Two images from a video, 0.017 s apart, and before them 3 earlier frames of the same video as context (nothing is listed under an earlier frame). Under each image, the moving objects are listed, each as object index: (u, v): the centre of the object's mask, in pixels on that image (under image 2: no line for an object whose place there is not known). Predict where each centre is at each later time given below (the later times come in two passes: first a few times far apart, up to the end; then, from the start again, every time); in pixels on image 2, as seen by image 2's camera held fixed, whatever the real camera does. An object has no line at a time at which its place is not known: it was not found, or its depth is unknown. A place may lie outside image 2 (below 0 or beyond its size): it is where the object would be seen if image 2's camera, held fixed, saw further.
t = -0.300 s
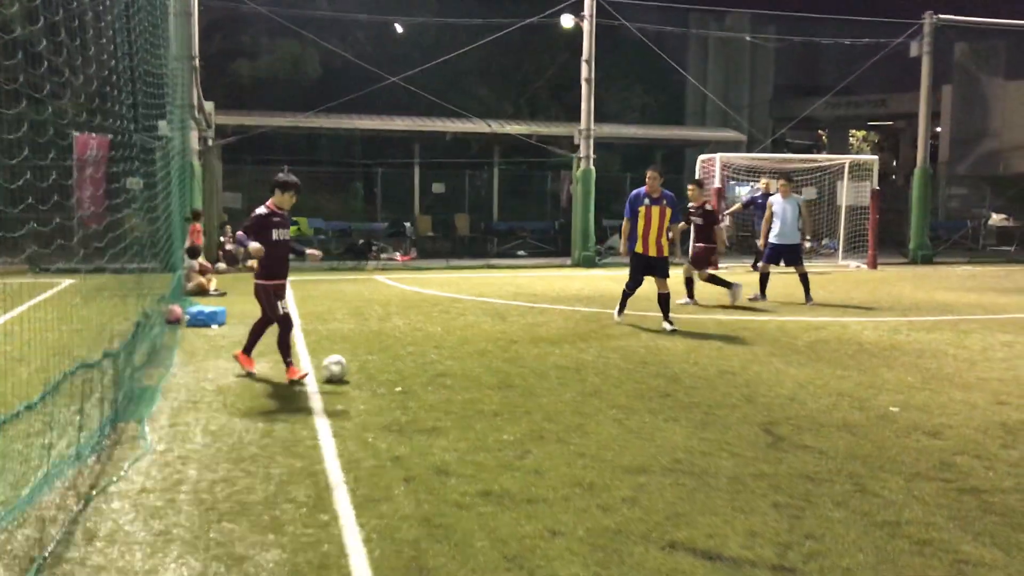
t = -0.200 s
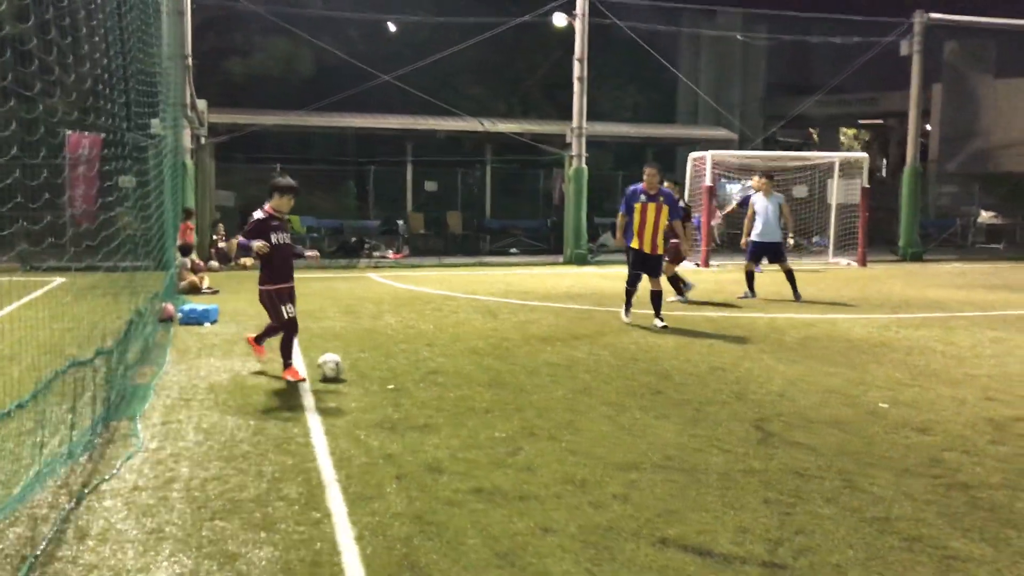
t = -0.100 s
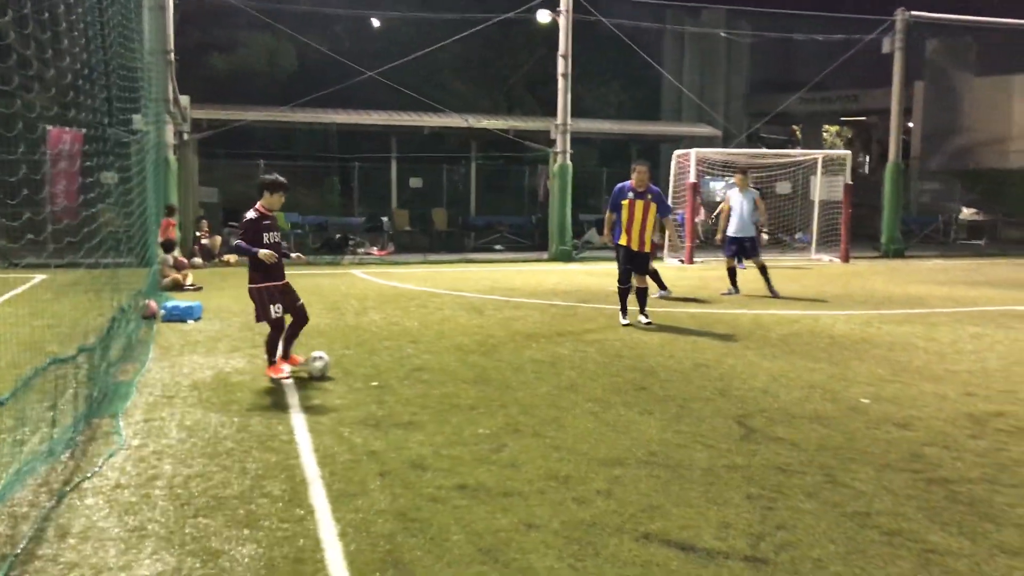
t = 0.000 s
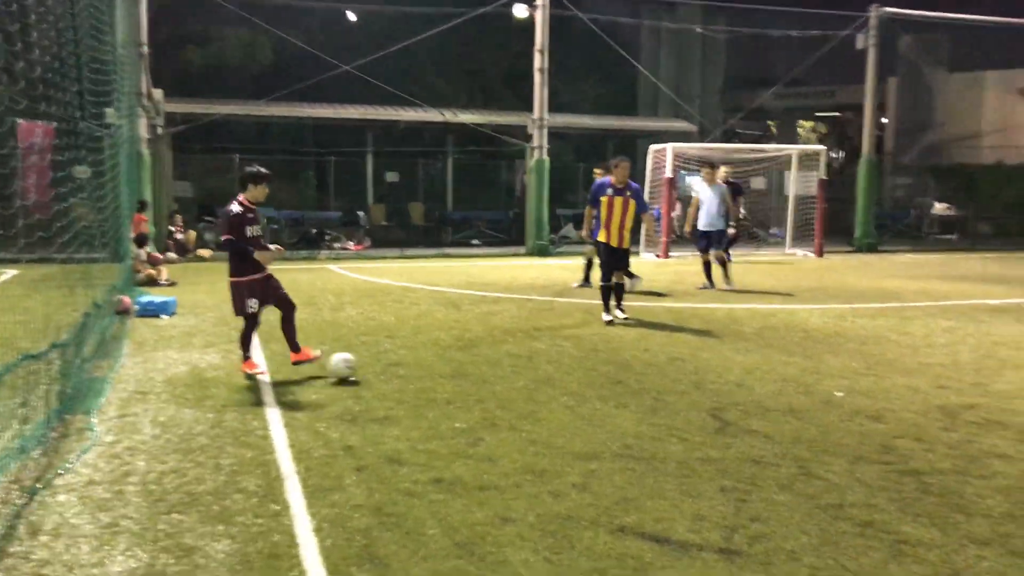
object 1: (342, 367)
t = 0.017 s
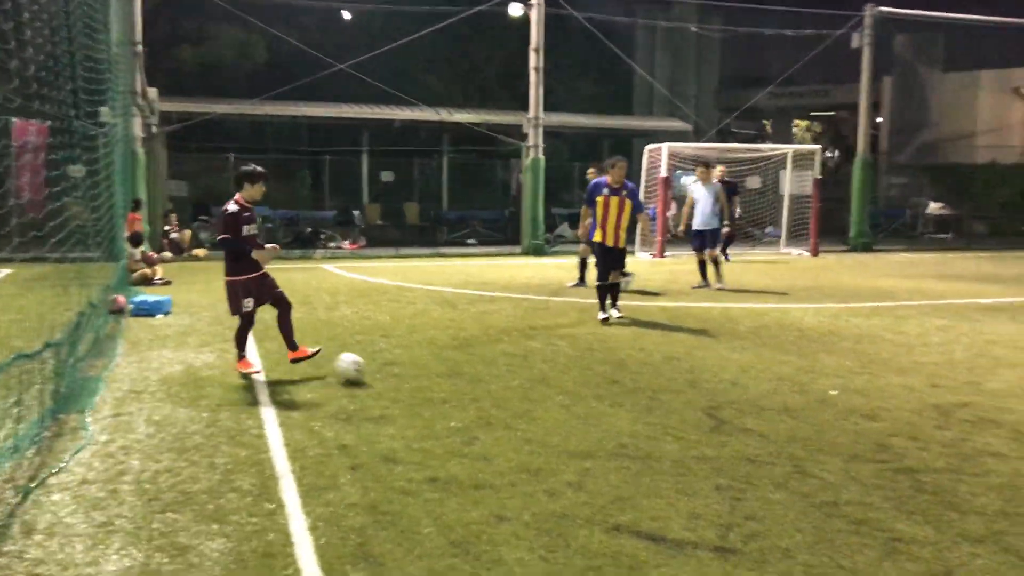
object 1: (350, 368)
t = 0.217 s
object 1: (507, 398)
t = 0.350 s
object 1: (613, 417)
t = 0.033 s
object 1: (362, 371)
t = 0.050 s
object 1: (376, 374)
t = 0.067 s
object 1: (390, 378)
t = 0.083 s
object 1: (402, 379)
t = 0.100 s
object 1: (416, 381)
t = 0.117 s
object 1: (427, 381)
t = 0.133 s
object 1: (440, 384)
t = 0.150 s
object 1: (454, 387)
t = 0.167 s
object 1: (467, 389)
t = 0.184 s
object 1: (480, 391)
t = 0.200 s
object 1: (494, 395)
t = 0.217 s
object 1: (507, 398)
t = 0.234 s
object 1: (520, 399)
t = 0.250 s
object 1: (533, 400)
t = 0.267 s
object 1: (545, 402)
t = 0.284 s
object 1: (559, 404)
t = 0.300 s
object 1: (573, 408)
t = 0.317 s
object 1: (586, 410)
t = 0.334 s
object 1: (599, 414)
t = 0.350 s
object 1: (613, 417)
